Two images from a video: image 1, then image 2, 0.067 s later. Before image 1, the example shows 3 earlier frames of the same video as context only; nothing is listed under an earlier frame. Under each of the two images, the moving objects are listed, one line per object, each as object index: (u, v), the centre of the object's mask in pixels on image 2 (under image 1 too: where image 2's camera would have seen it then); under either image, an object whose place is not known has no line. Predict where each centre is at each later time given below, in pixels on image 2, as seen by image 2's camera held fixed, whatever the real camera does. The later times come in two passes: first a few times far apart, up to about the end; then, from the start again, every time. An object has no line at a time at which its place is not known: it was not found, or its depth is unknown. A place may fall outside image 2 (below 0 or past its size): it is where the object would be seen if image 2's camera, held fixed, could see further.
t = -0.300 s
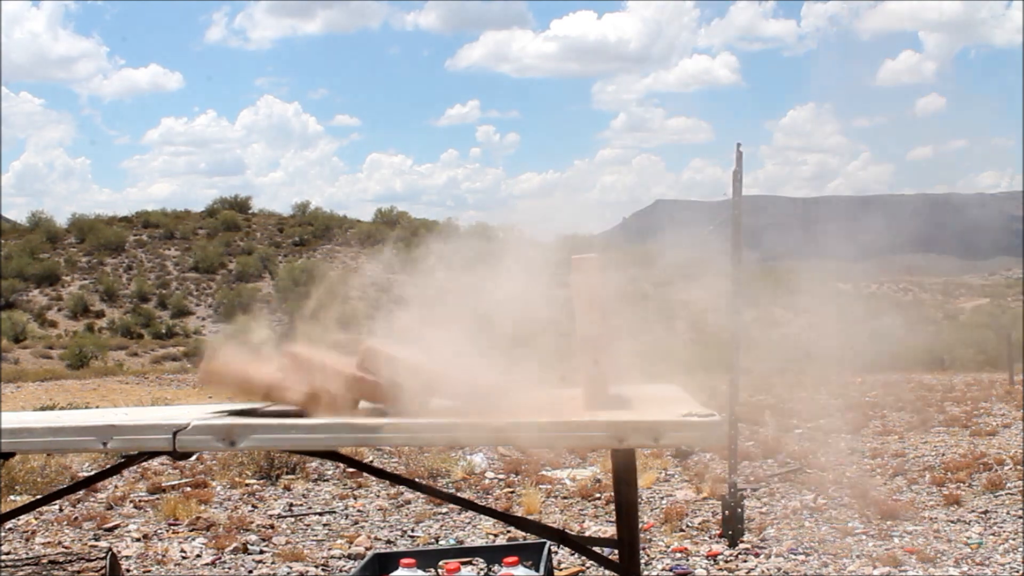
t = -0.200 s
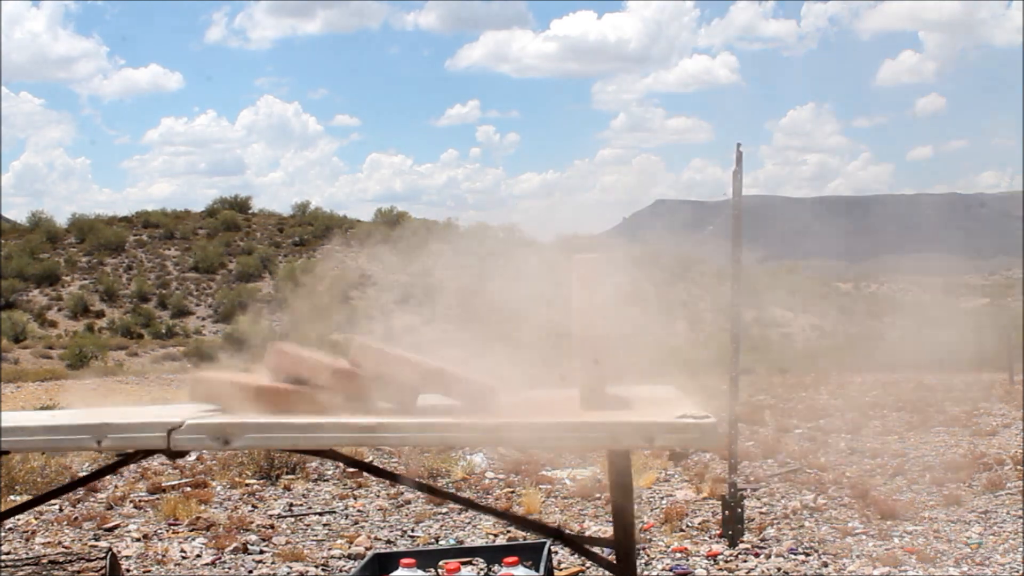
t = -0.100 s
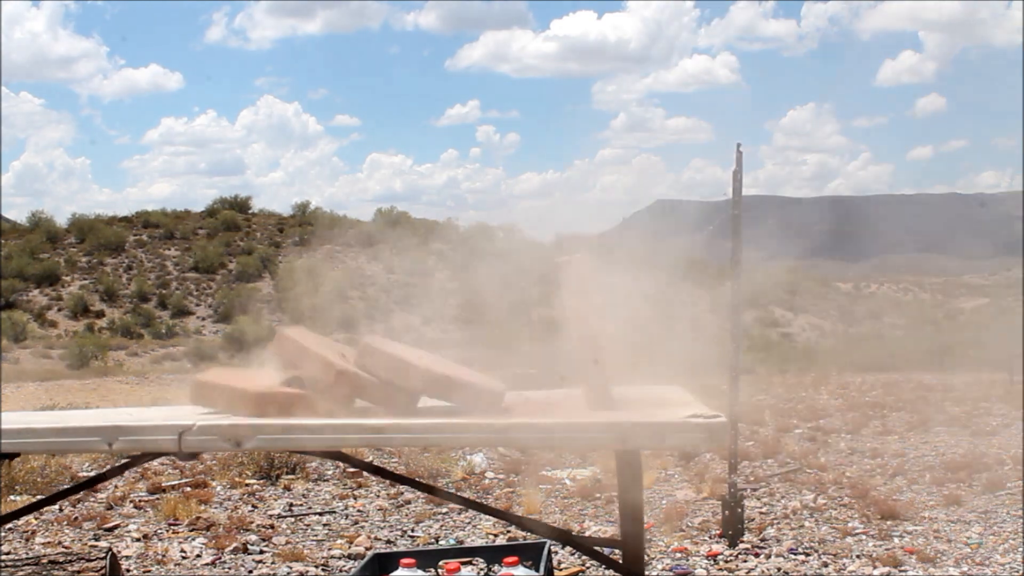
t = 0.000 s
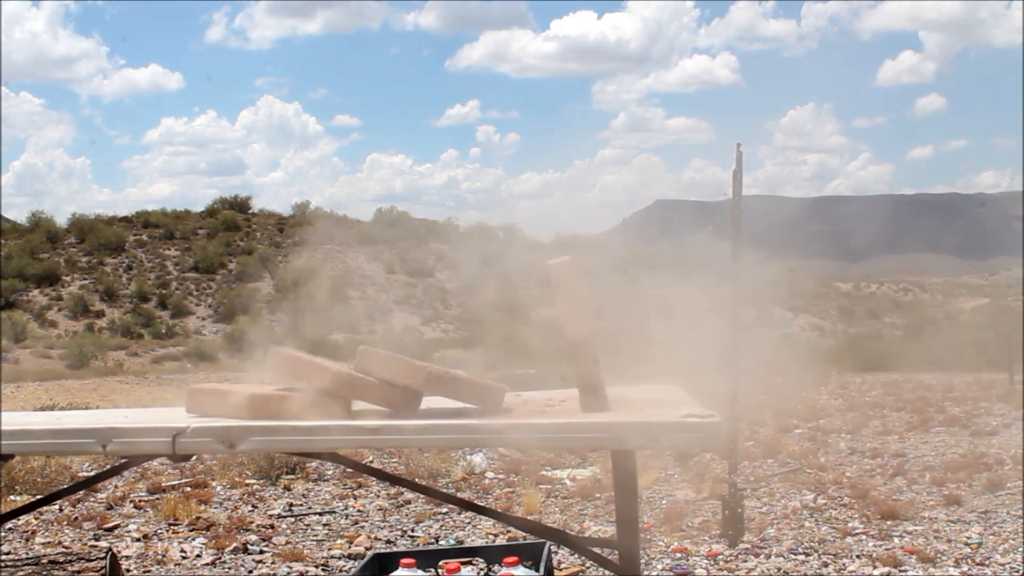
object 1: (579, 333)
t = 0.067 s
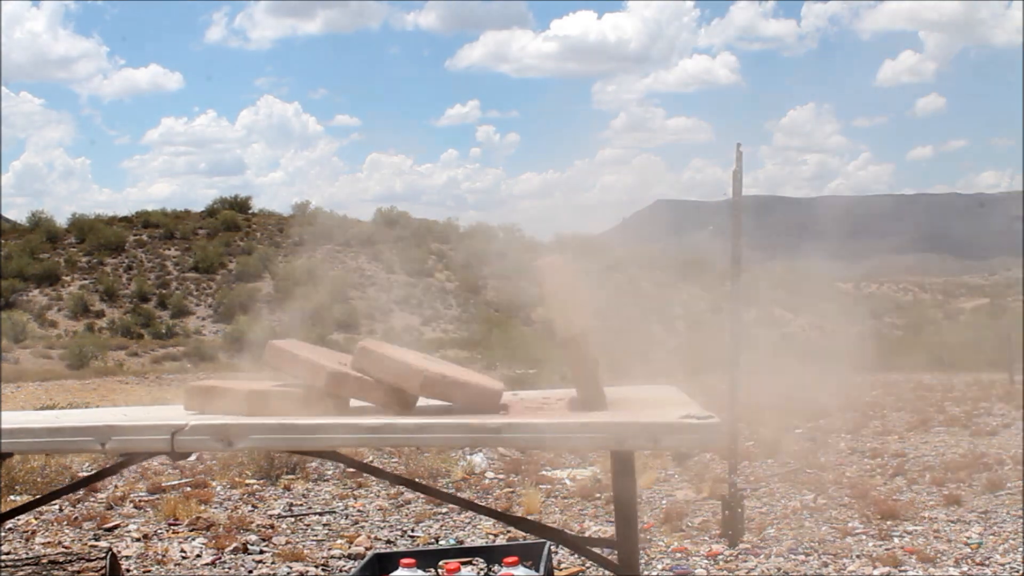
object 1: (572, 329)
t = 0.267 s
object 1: (527, 357)
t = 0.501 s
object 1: (512, 376)
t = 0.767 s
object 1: (512, 375)
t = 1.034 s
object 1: (512, 375)
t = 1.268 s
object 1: (512, 376)
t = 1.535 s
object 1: (511, 375)
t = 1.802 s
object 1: (511, 376)
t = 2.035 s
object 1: (511, 375)
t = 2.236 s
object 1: (511, 375)
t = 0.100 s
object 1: (567, 334)
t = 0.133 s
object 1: (562, 338)
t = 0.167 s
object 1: (556, 342)
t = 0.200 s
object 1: (549, 345)
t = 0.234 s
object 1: (536, 347)
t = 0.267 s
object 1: (527, 357)
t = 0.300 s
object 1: (516, 370)
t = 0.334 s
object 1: (512, 378)
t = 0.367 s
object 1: (510, 375)
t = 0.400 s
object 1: (509, 374)
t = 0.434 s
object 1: (510, 373)
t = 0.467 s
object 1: (510, 375)
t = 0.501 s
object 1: (512, 376)
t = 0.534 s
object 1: (512, 377)
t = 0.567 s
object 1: (512, 375)
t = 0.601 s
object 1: (512, 375)
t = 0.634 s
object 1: (511, 376)
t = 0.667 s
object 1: (511, 376)
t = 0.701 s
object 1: (511, 376)
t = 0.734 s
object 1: (512, 376)
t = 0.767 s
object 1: (512, 375)
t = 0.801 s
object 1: (512, 376)
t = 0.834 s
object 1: (512, 376)
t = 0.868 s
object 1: (511, 376)
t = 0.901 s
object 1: (511, 375)
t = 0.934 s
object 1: (511, 375)
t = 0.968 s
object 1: (511, 376)
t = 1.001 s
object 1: (511, 376)
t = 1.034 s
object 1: (512, 375)
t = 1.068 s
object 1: (512, 375)
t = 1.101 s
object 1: (512, 376)
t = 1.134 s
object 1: (511, 376)
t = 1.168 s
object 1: (511, 376)
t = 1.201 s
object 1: (511, 375)
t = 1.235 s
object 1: (511, 376)
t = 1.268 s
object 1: (512, 376)
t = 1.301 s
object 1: (511, 376)
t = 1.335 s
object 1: (511, 375)
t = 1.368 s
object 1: (511, 375)
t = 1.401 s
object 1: (512, 376)
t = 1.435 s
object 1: (511, 376)
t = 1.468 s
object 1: (511, 375)
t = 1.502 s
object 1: (511, 375)
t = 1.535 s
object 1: (511, 375)
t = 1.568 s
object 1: (511, 376)
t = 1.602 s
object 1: (511, 375)
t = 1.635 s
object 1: (511, 376)
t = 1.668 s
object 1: (511, 376)
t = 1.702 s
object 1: (511, 376)
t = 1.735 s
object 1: (511, 376)
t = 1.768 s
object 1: (511, 376)
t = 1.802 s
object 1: (511, 376)
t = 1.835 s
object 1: (511, 376)
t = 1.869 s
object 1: (511, 376)
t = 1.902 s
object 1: (511, 376)
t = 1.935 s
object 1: (511, 376)
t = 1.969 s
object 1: (511, 376)
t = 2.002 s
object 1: (511, 376)
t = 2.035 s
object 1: (511, 375)
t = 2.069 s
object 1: (511, 376)
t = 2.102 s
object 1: (511, 376)
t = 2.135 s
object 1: (511, 376)
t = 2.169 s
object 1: (511, 376)
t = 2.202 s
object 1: (511, 375)
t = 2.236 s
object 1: (511, 375)
